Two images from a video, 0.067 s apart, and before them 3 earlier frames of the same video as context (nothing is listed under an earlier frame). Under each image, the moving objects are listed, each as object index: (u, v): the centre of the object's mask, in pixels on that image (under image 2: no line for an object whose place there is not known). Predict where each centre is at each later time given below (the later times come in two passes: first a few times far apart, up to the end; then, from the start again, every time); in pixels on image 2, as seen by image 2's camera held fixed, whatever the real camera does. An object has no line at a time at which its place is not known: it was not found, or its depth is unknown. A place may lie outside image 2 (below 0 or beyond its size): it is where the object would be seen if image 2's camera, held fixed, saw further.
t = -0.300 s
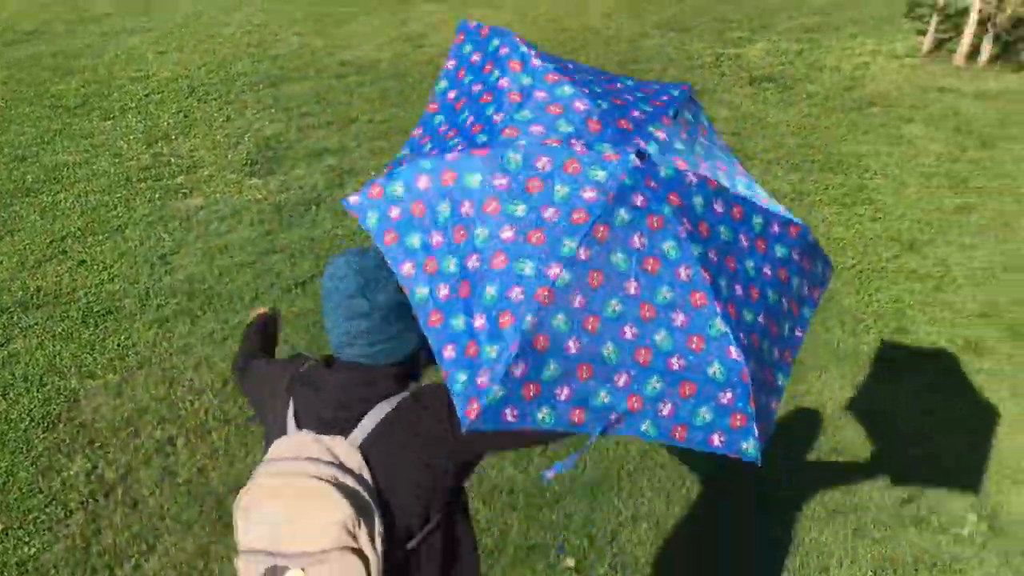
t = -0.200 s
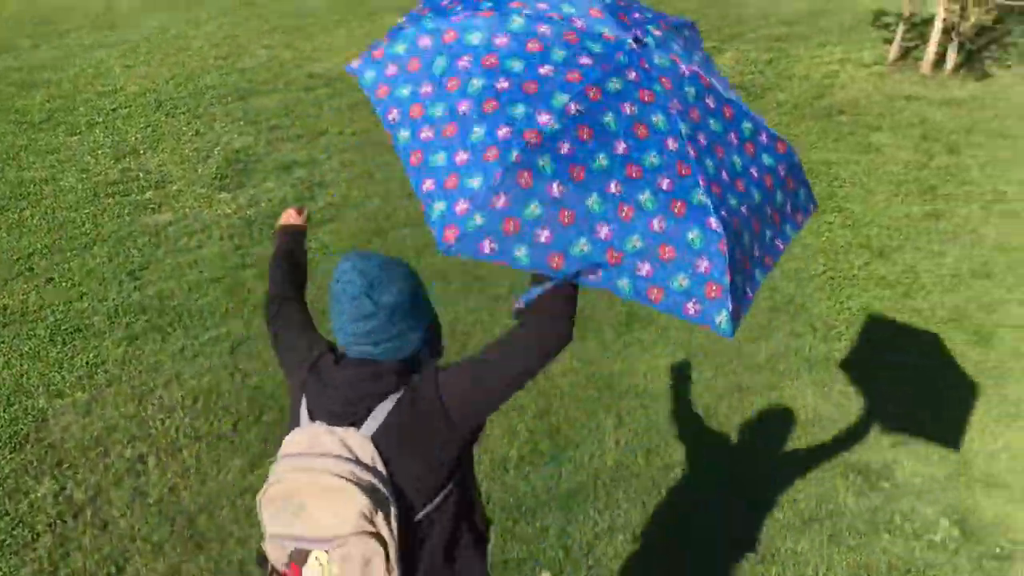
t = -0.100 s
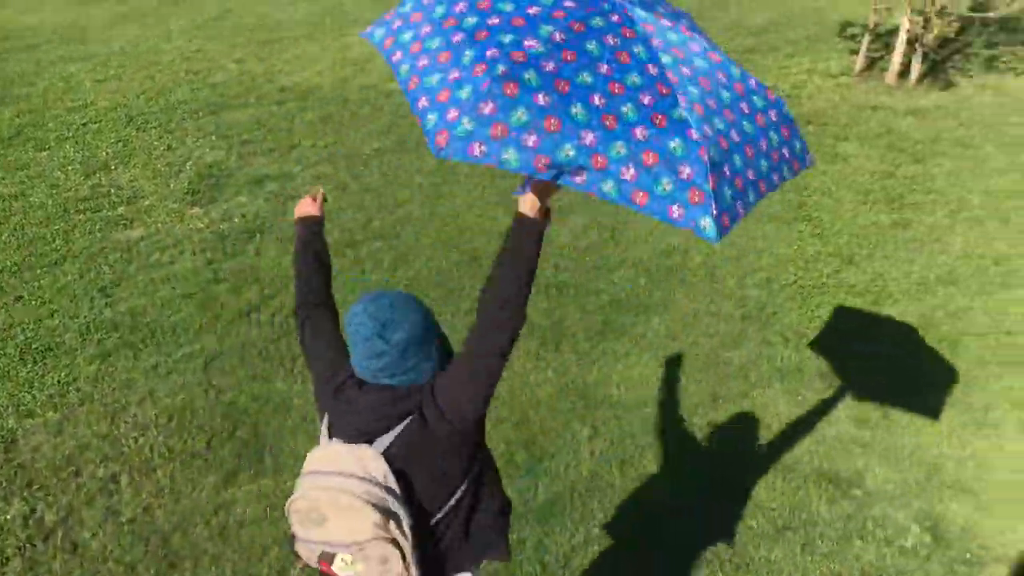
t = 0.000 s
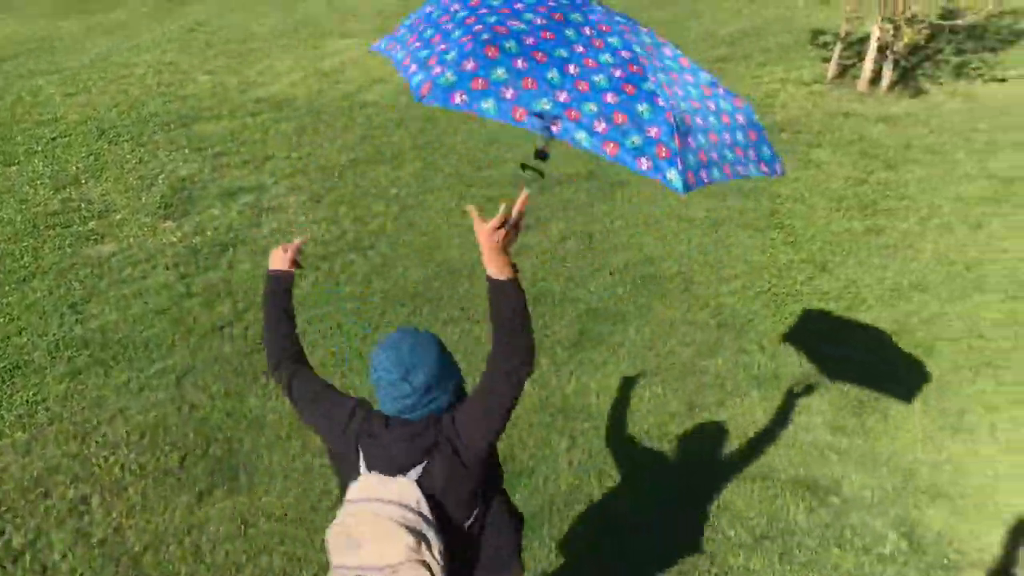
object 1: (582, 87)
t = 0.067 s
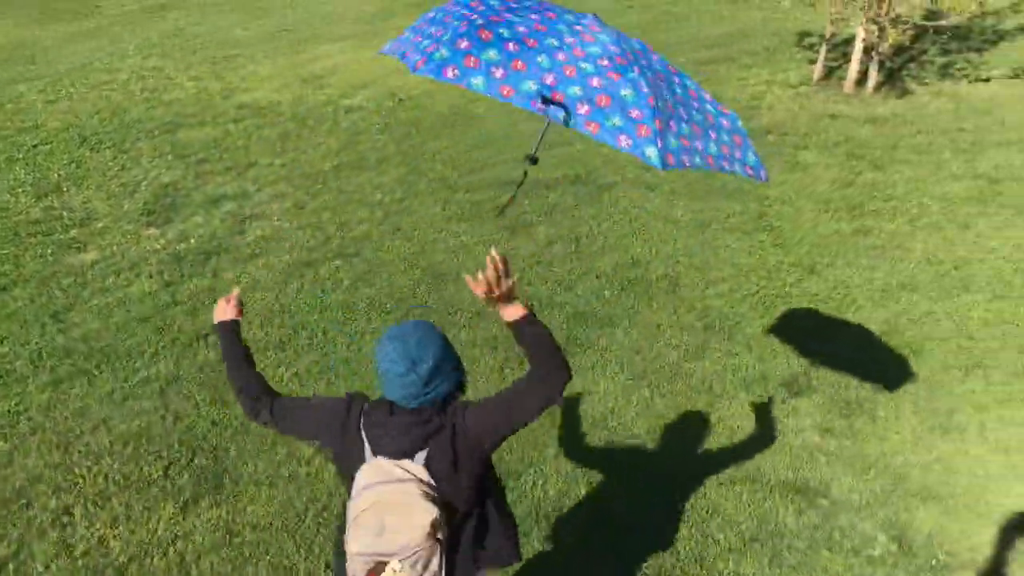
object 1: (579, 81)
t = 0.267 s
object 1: (621, 119)
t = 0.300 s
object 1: (629, 130)
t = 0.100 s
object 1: (587, 79)
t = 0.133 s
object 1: (595, 81)
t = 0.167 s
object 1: (602, 88)
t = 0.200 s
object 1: (608, 98)
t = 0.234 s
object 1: (613, 107)
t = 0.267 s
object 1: (621, 119)
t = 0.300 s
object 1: (629, 130)
